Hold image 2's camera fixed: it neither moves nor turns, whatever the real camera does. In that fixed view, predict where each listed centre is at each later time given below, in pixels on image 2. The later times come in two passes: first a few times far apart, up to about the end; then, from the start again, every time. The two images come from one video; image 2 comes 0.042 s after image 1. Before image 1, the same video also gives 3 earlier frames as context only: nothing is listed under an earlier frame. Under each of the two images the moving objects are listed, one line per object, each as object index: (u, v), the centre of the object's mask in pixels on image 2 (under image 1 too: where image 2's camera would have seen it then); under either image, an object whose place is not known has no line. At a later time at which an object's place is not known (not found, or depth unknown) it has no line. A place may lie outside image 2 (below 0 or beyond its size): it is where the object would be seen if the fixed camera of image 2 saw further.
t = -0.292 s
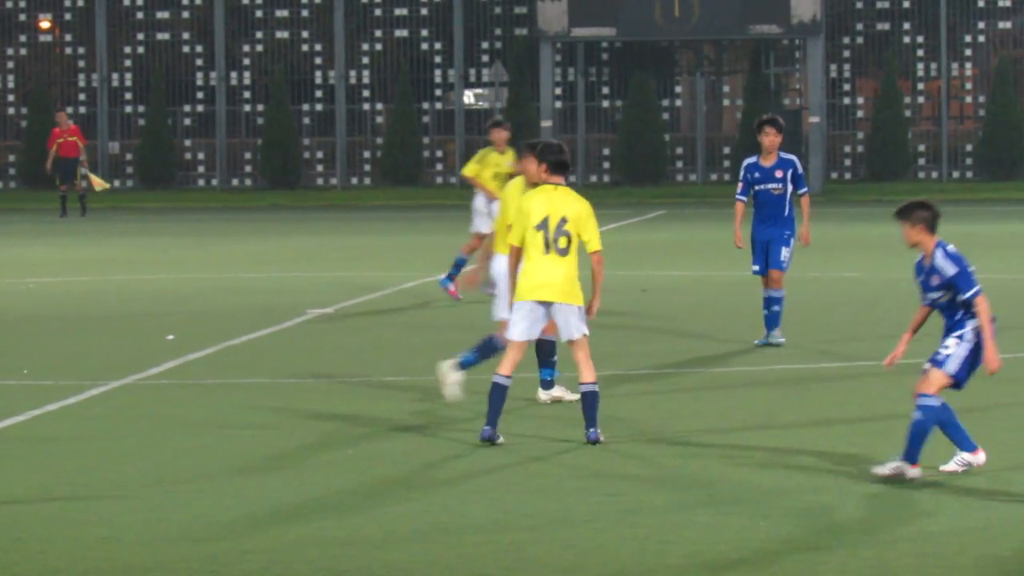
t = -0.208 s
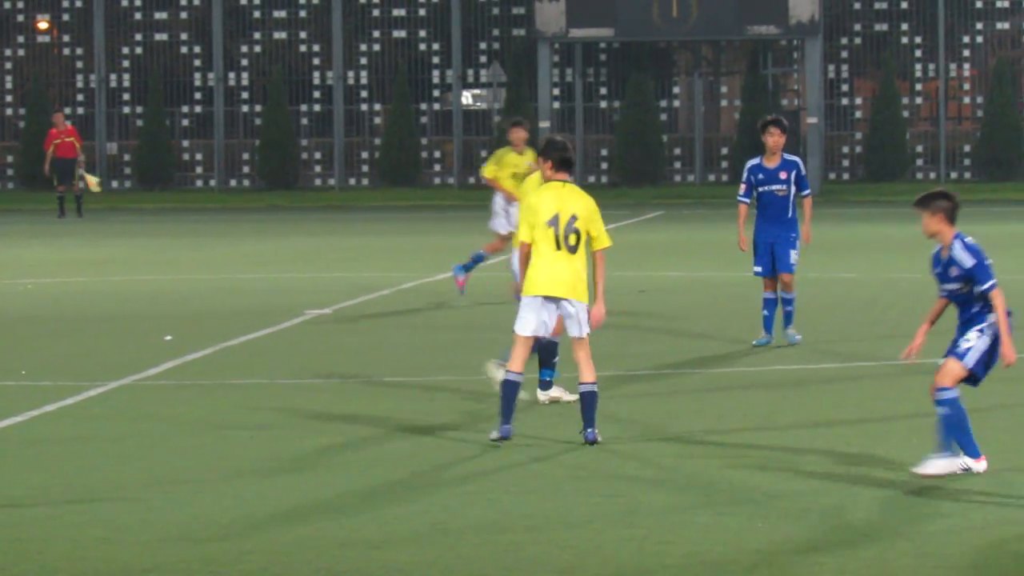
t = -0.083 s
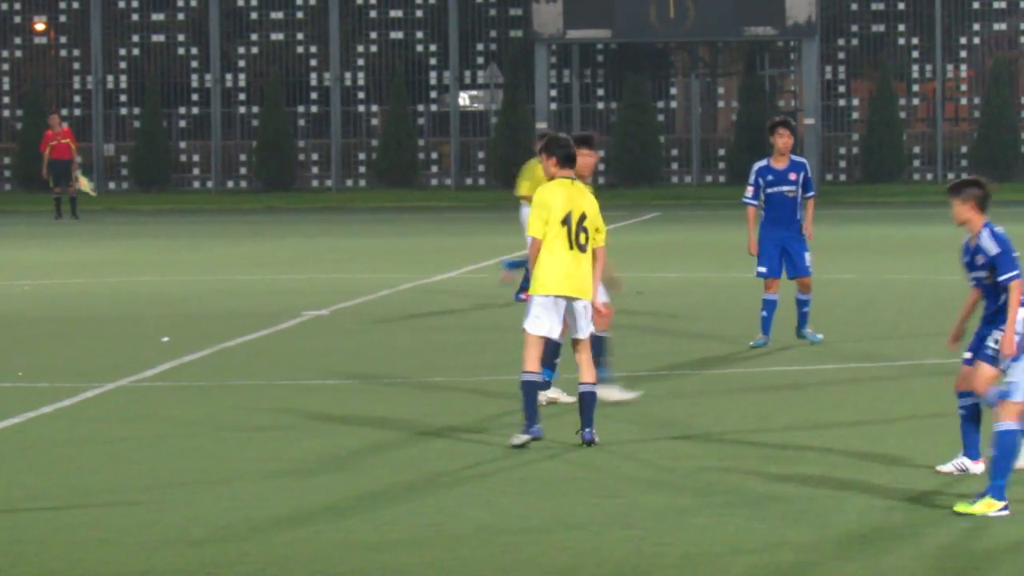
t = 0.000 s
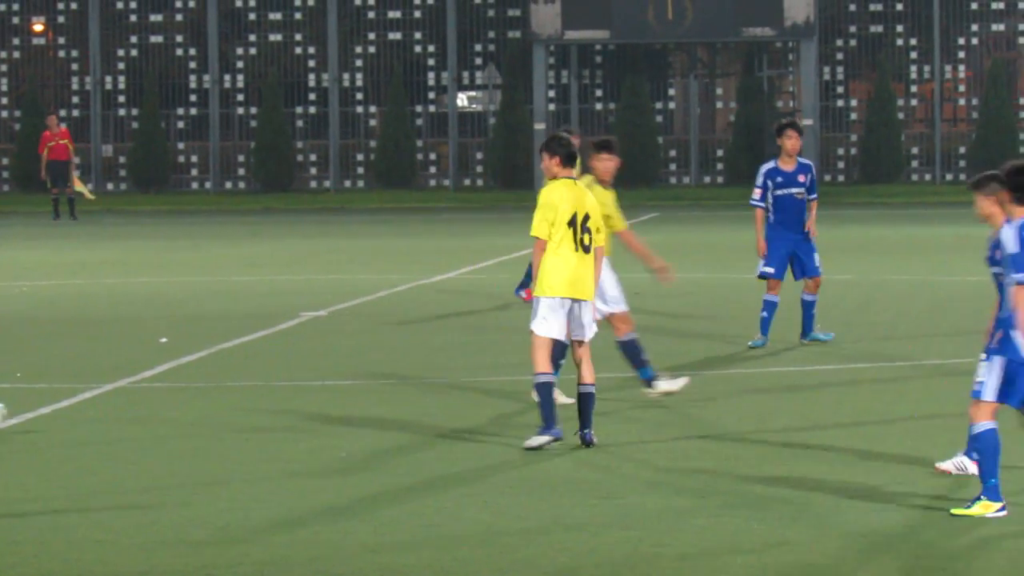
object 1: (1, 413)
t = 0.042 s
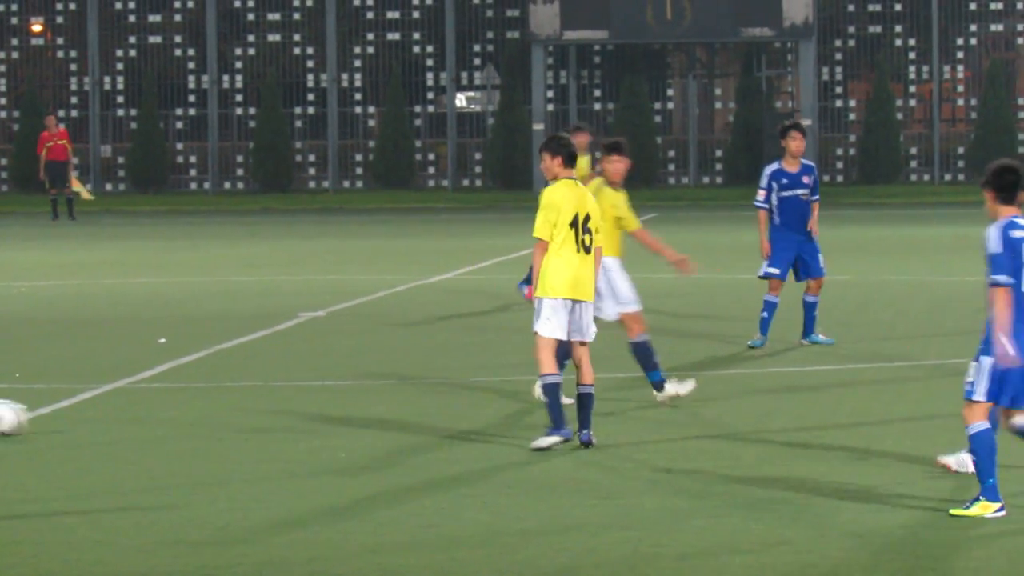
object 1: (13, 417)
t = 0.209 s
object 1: (94, 418)
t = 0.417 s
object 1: (205, 422)
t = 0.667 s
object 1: (338, 425)
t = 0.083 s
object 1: (28, 418)
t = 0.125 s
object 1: (51, 418)
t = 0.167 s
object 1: (73, 418)
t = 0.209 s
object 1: (94, 418)
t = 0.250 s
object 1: (117, 419)
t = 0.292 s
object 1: (139, 419)
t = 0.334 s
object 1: (161, 421)
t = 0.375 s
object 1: (183, 421)
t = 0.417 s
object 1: (205, 422)
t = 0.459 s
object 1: (227, 423)
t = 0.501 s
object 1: (249, 423)
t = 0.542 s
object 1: (272, 423)
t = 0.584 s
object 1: (294, 425)
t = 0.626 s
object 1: (316, 425)
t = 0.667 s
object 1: (338, 425)
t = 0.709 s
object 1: (360, 425)
